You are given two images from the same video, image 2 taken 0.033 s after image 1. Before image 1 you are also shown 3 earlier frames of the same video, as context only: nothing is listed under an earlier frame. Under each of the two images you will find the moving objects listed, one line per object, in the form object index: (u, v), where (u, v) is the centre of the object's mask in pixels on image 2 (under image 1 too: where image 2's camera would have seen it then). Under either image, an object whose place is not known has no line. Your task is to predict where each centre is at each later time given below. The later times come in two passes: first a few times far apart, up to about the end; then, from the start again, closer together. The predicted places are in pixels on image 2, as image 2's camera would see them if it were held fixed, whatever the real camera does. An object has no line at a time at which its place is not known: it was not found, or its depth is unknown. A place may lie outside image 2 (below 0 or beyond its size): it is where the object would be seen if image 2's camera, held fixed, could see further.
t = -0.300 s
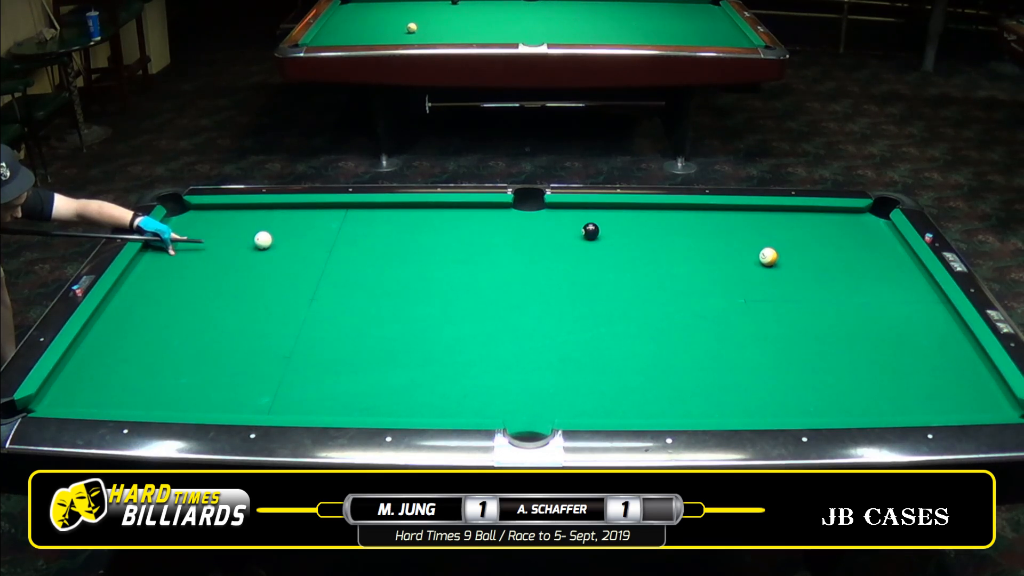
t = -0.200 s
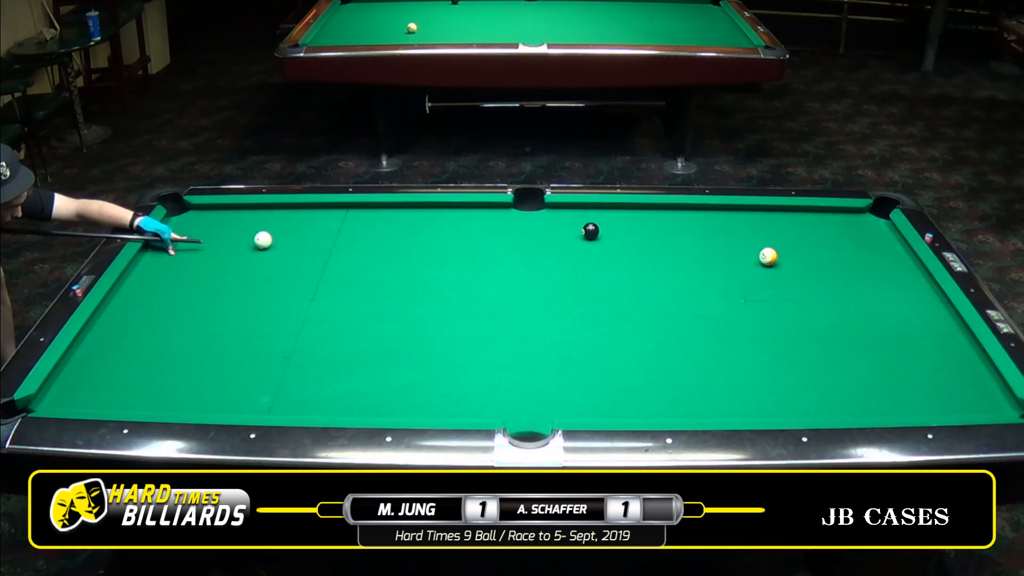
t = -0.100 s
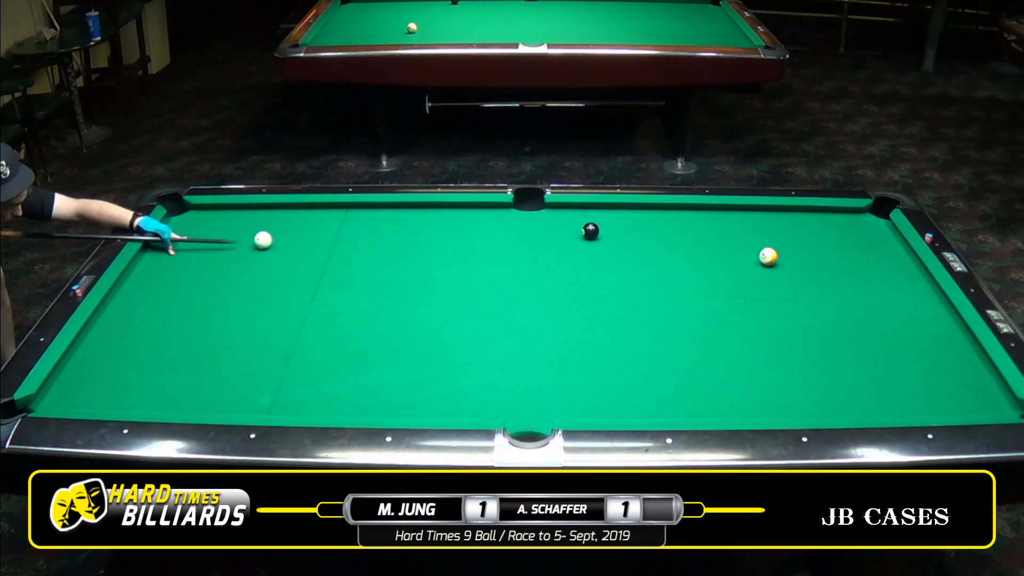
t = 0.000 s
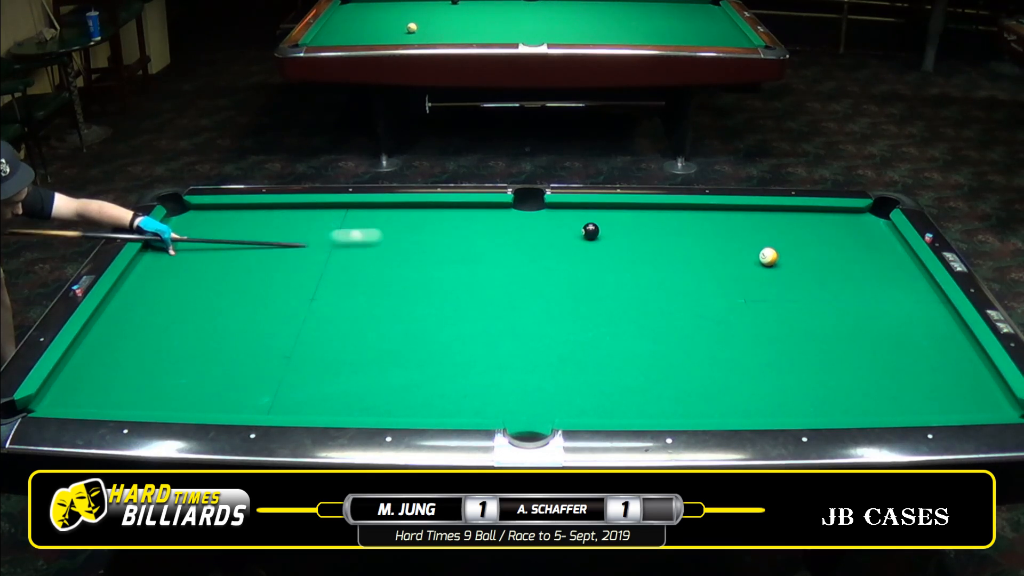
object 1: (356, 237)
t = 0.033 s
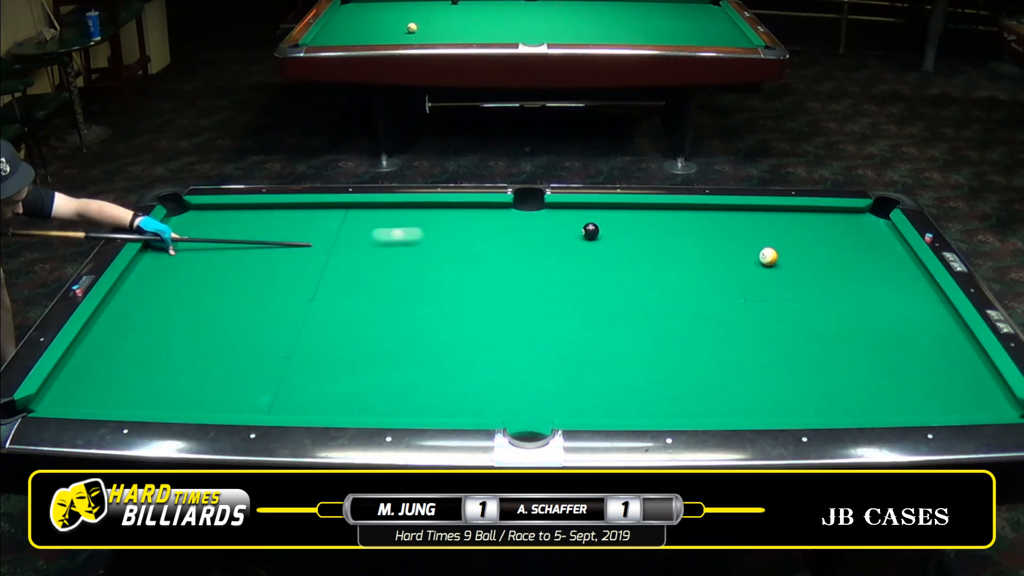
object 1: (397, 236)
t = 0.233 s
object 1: (576, 233)
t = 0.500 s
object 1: (583, 242)
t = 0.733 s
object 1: (589, 249)
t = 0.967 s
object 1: (594, 255)
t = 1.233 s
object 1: (600, 262)
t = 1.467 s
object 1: (603, 267)
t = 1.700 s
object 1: (607, 271)
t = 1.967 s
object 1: (611, 276)
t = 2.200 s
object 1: (614, 280)
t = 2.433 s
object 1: (616, 283)
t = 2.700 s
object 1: (619, 286)
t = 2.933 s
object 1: (620, 288)
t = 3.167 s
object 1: (621, 289)
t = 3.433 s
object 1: (621, 290)
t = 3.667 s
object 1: (621, 290)
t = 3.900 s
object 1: (621, 290)
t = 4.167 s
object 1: (621, 289)
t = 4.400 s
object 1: (621, 289)
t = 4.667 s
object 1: (621, 289)
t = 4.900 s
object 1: (621, 290)
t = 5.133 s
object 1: (621, 289)
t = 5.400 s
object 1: (621, 290)
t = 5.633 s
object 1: (621, 289)
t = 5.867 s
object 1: (621, 289)
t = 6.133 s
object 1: (621, 289)
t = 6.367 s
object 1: (621, 289)
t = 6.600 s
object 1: (621, 289)
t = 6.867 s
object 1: (621, 290)
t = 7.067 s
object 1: (621, 290)
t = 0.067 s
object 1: (438, 235)
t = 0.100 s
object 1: (478, 234)
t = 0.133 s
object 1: (517, 233)
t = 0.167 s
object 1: (555, 232)
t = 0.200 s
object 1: (575, 232)
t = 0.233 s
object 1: (576, 233)
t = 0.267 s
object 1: (577, 234)
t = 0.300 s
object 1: (577, 235)
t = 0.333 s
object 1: (578, 237)
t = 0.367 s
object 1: (579, 238)
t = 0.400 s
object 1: (580, 239)
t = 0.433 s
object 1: (581, 240)
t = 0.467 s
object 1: (582, 241)
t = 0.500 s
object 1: (583, 242)
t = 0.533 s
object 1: (584, 243)
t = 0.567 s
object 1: (585, 244)
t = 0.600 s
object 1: (585, 245)
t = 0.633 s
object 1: (586, 246)
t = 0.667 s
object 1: (587, 247)
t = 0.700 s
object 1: (588, 248)
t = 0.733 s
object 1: (589, 249)
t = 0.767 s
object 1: (589, 250)
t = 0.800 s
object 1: (590, 251)
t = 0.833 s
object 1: (591, 251)
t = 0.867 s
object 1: (592, 252)
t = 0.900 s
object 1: (593, 253)
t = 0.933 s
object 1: (593, 254)
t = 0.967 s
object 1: (594, 255)
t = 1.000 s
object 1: (595, 256)
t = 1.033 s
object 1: (596, 257)
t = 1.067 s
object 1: (596, 258)
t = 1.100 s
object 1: (597, 258)
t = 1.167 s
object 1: (598, 259)
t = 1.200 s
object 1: (599, 261)
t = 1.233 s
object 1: (600, 262)
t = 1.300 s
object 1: (600, 263)
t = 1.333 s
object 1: (601, 263)
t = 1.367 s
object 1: (602, 264)
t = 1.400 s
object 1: (602, 265)
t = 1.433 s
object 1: (603, 266)
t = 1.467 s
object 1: (603, 267)
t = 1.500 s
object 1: (604, 267)
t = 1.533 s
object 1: (605, 268)
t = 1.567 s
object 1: (605, 269)
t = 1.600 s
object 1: (606, 269)
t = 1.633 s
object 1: (606, 270)
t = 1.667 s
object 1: (607, 271)
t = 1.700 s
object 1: (607, 271)
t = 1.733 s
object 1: (608, 272)
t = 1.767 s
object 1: (608, 273)
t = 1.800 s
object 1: (609, 273)
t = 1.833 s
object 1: (609, 274)
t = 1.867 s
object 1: (610, 275)
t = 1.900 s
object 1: (610, 275)
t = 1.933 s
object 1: (611, 276)
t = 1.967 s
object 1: (611, 276)
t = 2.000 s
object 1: (611, 277)
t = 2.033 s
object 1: (612, 277)
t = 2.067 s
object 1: (612, 278)
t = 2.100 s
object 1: (613, 279)
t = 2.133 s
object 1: (613, 279)
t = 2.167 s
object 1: (614, 280)
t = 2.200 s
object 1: (614, 280)
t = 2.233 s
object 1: (614, 280)
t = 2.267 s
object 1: (614, 281)
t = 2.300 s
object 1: (615, 281)
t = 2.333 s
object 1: (615, 282)
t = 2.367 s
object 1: (616, 282)
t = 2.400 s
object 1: (616, 283)
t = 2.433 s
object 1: (616, 283)
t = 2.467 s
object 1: (617, 284)
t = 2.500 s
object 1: (617, 284)
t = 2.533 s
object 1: (617, 284)
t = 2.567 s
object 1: (618, 285)
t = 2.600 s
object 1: (618, 285)
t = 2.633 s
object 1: (618, 285)
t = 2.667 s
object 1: (619, 286)
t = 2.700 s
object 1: (619, 286)
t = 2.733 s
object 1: (619, 286)
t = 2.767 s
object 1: (619, 287)
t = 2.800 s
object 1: (620, 287)
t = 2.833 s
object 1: (620, 287)
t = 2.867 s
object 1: (620, 287)
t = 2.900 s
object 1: (620, 288)
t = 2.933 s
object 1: (620, 288)
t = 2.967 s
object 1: (621, 288)
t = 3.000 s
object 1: (621, 288)
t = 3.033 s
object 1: (621, 289)
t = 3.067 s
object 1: (621, 289)
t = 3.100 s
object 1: (621, 289)
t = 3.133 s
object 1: (621, 289)
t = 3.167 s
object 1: (621, 289)
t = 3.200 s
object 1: (621, 289)
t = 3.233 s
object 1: (621, 290)
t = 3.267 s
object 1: (621, 290)
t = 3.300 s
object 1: (621, 290)
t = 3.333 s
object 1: (621, 290)
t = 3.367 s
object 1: (621, 290)
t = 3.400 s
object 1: (621, 290)
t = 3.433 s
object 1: (621, 290)
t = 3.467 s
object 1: (621, 290)
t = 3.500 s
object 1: (621, 290)
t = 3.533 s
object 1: (621, 290)
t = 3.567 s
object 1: (621, 290)
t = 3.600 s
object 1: (621, 290)
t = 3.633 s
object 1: (621, 290)
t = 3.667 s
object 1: (621, 290)
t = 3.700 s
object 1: (621, 290)
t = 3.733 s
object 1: (621, 290)
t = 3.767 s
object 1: (621, 290)
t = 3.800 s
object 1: (621, 290)
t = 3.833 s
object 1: (621, 290)
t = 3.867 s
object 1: (621, 290)
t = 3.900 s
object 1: (621, 290)
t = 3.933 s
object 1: (621, 290)
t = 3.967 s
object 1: (621, 289)
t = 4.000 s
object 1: (621, 290)
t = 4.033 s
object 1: (621, 290)
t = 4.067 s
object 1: (621, 289)
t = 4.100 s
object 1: (621, 289)
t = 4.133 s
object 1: (621, 289)
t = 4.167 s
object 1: (621, 289)
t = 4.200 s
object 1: (621, 289)
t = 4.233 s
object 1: (621, 289)
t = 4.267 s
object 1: (621, 289)
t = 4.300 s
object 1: (621, 289)
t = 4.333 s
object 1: (621, 289)
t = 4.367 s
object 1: (621, 289)
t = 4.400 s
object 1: (621, 289)
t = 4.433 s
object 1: (621, 289)
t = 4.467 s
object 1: (621, 289)
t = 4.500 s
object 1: (621, 289)
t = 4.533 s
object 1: (621, 289)
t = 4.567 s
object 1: (621, 289)
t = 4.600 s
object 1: (621, 289)
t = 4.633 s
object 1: (621, 289)
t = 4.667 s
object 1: (621, 289)
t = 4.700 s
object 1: (621, 289)
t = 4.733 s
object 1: (621, 290)
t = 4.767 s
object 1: (621, 289)
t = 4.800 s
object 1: (621, 290)
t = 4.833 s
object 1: (621, 290)
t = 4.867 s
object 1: (621, 290)
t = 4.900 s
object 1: (621, 290)
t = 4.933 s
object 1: (621, 289)
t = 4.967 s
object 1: (621, 290)
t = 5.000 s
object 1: (621, 290)
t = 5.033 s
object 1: (621, 289)
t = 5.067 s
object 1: (621, 289)
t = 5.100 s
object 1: (621, 289)
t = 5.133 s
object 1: (621, 289)
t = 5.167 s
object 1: (621, 290)
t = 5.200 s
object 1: (621, 290)
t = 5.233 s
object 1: (621, 289)
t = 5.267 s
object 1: (621, 289)
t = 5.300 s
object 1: (621, 290)
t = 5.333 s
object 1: (621, 289)
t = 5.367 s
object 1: (621, 290)
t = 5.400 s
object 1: (621, 290)
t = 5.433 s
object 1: (621, 290)
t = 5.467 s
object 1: (621, 290)
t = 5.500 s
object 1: (621, 290)
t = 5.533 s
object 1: (621, 290)
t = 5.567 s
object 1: (621, 290)
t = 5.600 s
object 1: (621, 290)
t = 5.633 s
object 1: (621, 289)
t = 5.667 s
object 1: (621, 290)
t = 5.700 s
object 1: (621, 289)
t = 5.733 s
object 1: (621, 290)
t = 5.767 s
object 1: (621, 289)
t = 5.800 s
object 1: (621, 290)
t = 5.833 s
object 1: (621, 289)
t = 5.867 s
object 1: (621, 289)
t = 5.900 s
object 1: (621, 289)
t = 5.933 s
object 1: (621, 290)
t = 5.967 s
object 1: (621, 289)
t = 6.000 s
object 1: (621, 290)
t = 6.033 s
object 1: (621, 289)
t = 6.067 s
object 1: (621, 289)
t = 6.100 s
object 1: (621, 290)
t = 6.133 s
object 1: (621, 289)
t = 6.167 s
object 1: (621, 289)
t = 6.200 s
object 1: (621, 289)
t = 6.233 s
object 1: (621, 289)
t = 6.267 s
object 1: (621, 289)
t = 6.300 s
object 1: (621, 289)
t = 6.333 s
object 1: (621, 289)
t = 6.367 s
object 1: (621, 289)
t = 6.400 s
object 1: (621, 289)
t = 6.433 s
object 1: (621, 289)
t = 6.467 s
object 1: (621, 289)
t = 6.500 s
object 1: (621, 289)
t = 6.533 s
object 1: (621, 289)
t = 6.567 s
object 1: (621, 289)
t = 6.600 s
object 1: (621, 289)
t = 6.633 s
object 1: (621, 289)
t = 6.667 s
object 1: (621, 289)
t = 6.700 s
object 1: (621, 289)
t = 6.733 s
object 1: (621, 289)
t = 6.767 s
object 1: (621, 290)
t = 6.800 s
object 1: (621, 290)
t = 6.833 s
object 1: (621, 289)
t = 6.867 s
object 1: (621, 290)
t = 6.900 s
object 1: (621, 290)
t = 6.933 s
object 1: (621, 290)
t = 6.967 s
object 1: (621, 290)
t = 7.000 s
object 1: (621, 289)
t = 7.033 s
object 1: (621, 290)
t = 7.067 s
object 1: (621, 290)
